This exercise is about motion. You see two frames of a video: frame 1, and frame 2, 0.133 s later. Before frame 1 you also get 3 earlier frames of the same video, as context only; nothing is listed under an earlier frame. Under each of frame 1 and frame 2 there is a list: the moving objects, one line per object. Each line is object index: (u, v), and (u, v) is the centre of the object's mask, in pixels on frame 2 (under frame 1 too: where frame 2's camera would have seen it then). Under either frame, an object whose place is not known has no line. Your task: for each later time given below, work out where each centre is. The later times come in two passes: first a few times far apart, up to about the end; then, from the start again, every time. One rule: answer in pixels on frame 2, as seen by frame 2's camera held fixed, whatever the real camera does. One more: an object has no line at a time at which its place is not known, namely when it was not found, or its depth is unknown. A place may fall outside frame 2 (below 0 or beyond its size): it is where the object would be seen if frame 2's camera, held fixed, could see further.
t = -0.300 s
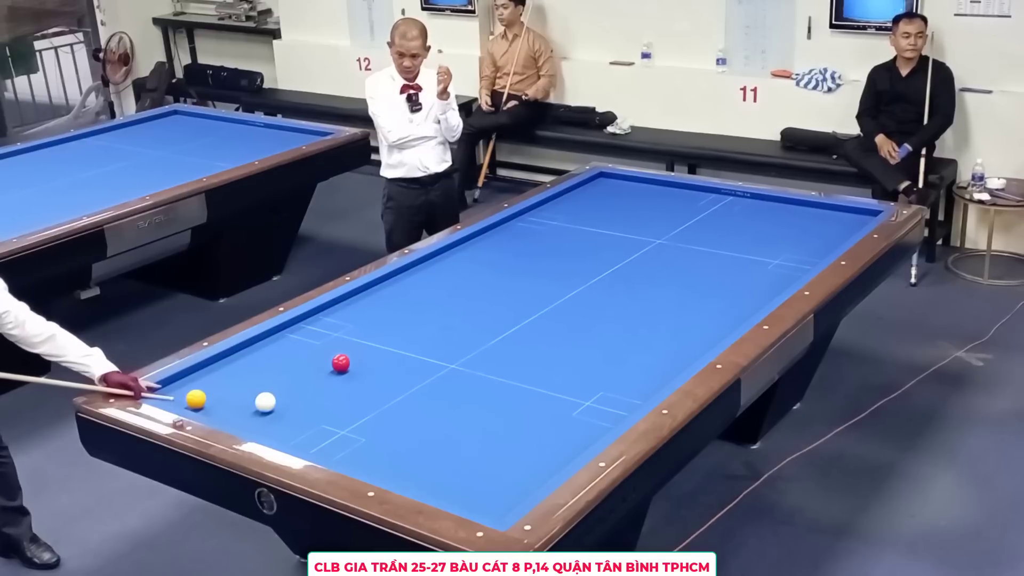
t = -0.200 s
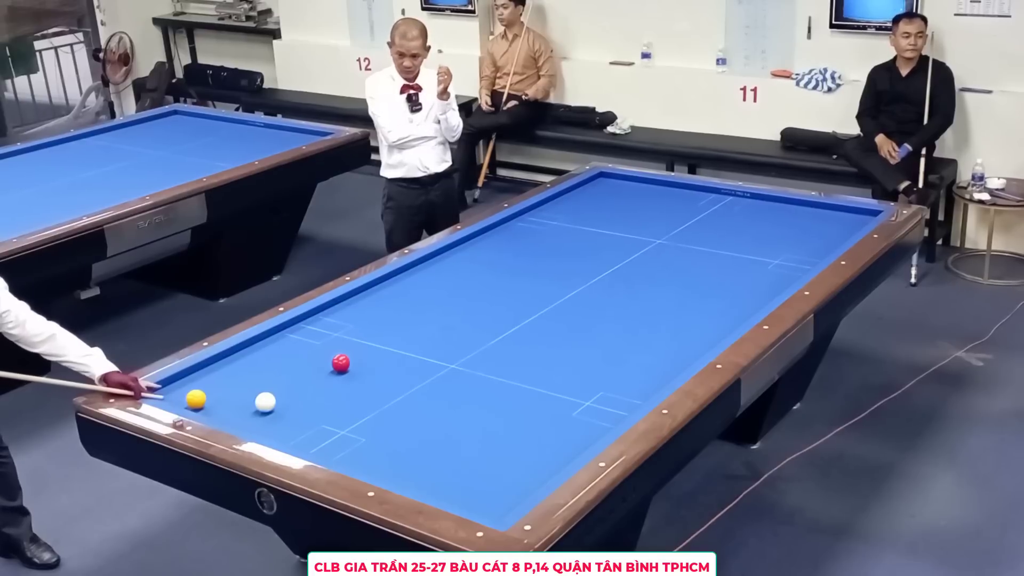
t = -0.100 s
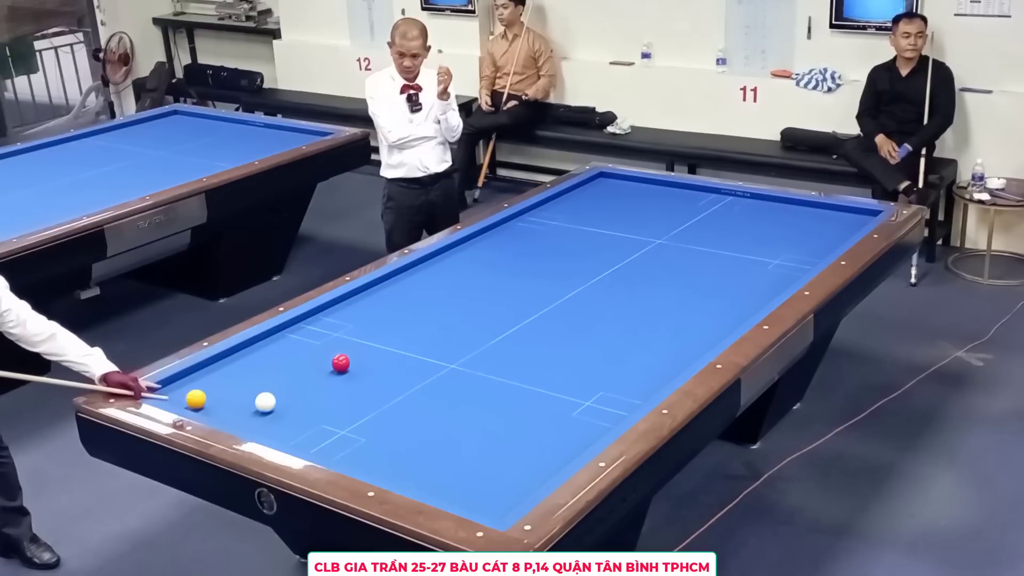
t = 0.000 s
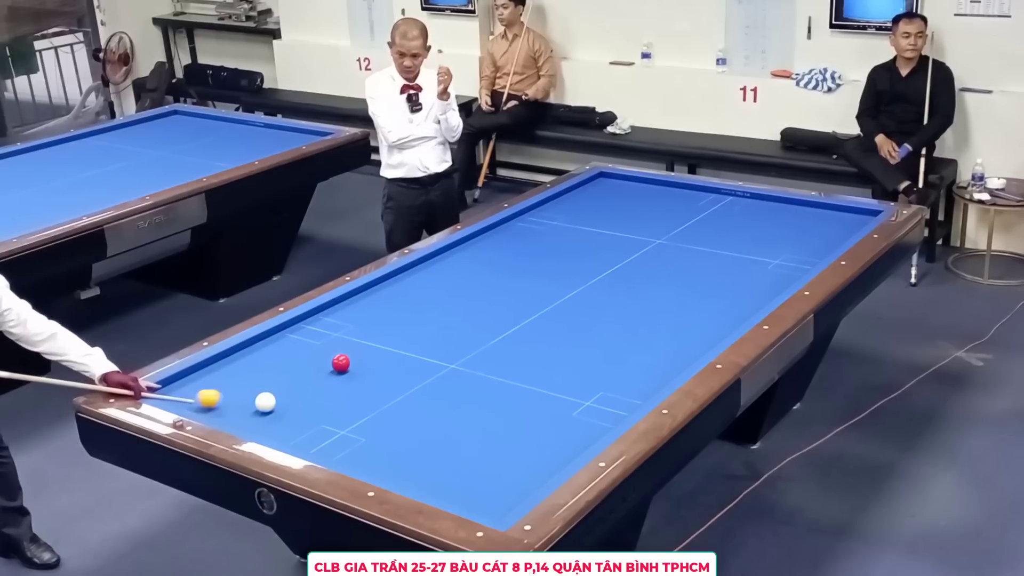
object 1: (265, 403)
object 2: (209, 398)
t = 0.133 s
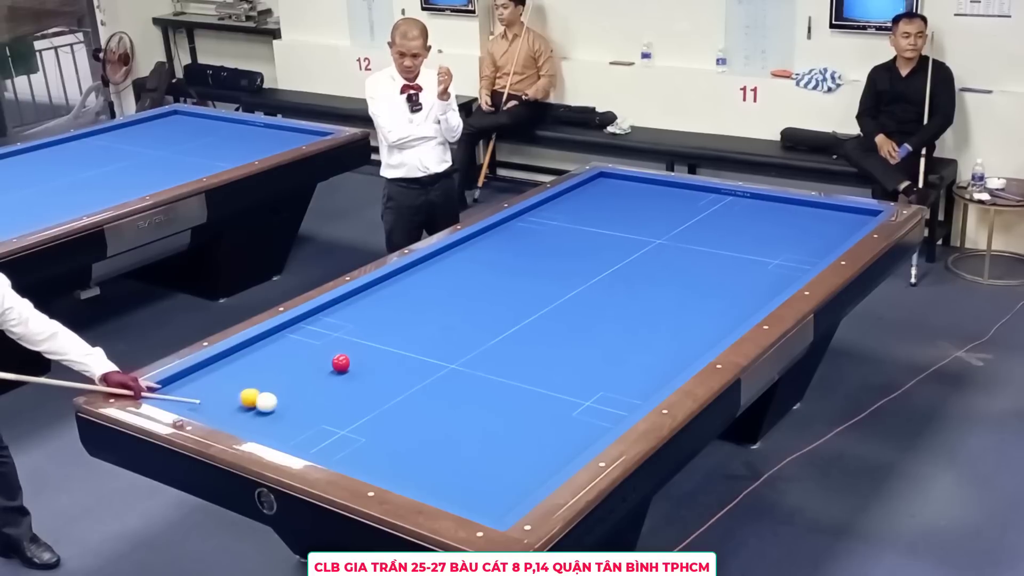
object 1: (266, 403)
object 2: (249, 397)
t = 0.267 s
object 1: (287, 407)
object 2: (261, 394)
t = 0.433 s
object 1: (311, 412)
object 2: (273, 389)
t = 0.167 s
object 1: (271, 404)
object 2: (253, 397)
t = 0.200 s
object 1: (277, 405)
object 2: (256, 396)
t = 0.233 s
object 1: (283, 406)
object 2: (258, 395)
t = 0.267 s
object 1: (287, 407)
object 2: (261, 394)
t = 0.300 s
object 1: (292, 408)
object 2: (263, 393)
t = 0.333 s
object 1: (297, 409)
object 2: (266, 392)
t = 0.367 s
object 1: (302, 410)
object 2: (268, 391)
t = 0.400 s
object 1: (306, 411)
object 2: (271, 390)
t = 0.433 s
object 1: (311, 412)
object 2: (273, 389)
